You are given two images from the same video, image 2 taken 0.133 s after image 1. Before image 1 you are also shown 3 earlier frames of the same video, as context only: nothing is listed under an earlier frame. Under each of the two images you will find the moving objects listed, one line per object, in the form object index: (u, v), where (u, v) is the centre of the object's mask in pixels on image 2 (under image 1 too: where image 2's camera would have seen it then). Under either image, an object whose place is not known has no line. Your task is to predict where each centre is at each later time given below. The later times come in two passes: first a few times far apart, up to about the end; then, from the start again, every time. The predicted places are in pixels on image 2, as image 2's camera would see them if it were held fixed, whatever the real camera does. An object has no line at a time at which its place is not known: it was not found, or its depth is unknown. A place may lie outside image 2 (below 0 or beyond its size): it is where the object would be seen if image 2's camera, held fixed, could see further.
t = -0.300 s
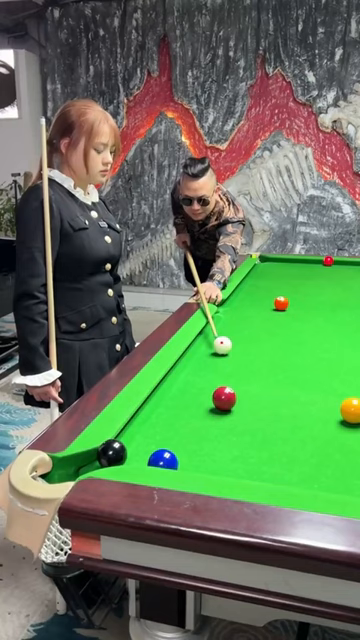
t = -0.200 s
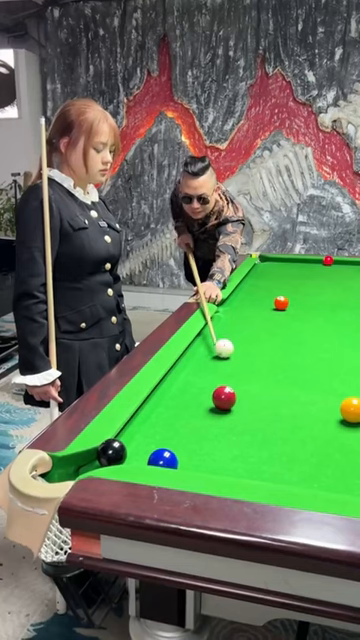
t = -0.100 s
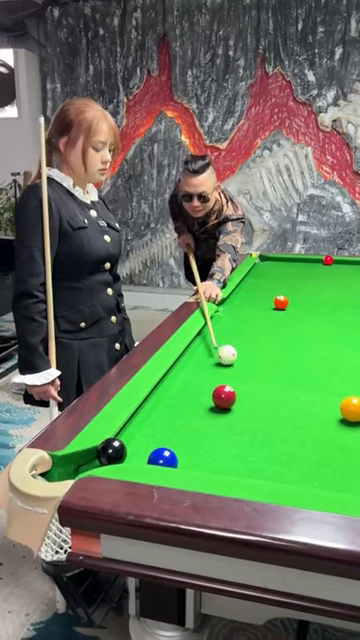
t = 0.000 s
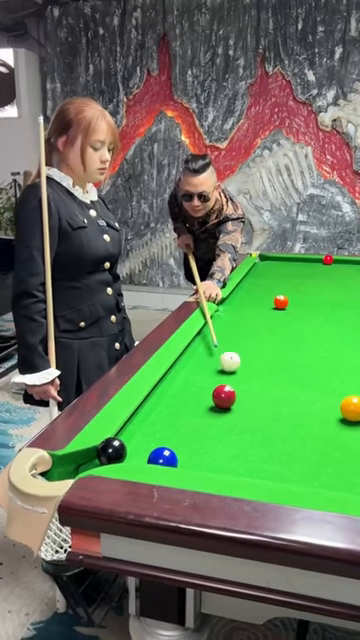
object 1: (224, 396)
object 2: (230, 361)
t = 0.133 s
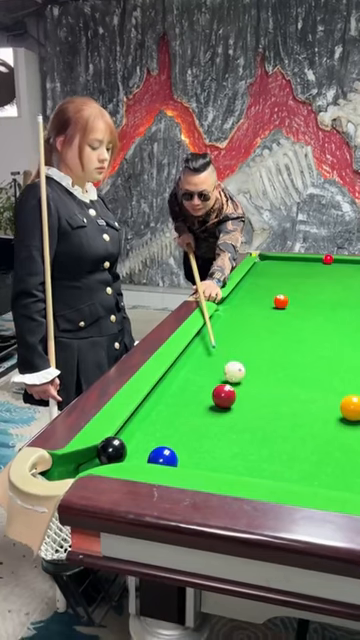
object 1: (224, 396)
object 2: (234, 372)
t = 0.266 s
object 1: (224, 396)
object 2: (239, 383)
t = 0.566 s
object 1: (208, 402)
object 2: (267, 407)
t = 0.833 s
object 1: (192, 409)
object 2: (300, 428)
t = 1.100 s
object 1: (179, 415)
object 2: (335, 453)
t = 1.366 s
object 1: (167, 421)
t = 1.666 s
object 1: (157, 426)
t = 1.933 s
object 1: (151, 430)
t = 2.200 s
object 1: (147, 432)
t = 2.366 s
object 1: (145, 433)
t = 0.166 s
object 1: (224, 396)
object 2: (235, 374)
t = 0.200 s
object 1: (224, 396)
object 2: (237, 377)
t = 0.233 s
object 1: (224, 396)
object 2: (238, 380)
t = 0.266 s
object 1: (224, 396)
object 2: (239, 383)
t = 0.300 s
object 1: (224, 396)
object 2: (241, 386)
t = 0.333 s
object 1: (224, 396)
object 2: (243, 389)
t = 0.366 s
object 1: (221, 397)
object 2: (244, 392)
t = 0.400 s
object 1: (219, 397)
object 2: (249, 394)
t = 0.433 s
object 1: (216, 398)
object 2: (252, 397)
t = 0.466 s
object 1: (214, 399)
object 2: (256, 399)
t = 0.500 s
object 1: (212, 400)
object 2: (260, 402)
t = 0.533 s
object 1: (210, 401)
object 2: (263, 404)
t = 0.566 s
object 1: (208, 402)
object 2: (267, 407)
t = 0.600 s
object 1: (206, 403)
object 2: (271, 409)
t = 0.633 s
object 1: (203, 404)
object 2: (275, 412)
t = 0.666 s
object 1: (201, 405)
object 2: (279, 415)
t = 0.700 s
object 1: (199, 405)
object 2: (283, 417)
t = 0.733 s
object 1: (198, 406)
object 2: (288, 420)
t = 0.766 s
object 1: (196, 407)
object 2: (292, 423)
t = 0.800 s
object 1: (194, 408)
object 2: (296, 426)
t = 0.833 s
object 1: (192, 409)
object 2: (300, 428)
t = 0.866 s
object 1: (190, 409)
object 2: (304, 431)
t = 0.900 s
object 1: (188, 410)
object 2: (308, 434)
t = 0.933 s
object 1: (187, 411)
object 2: (313, 437)
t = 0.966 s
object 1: (185, 412)
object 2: (317, 441)
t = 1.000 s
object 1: (183, 413)
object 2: (322, 443)
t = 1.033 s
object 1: (182, 414)
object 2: (326, 447)
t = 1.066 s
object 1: (180, 414)
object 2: (331, 450)
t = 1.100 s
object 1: (179, 415)
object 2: (335, 453)
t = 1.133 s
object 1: (177, 416)
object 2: (340, 456)
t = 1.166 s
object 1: (176, 417)
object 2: (344, 459)
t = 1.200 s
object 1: (174, 417)
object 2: (348, 463)
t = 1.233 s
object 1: (173, 418)
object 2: (350, 465)
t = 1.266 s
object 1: (172, 419)
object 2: (352, 469)
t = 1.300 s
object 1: (170, 419)
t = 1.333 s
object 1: (169, 420)
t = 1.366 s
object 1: (167, 421)
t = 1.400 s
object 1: (166, 421)
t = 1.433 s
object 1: (165, 422)
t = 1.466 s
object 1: (163, 423)
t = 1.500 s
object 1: (162, 423)
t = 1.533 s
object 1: (161, 424)
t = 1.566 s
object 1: (160, 424)
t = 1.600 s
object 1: (159, 425)
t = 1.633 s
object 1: (158, 425)
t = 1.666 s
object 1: (157, 426)
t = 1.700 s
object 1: (156, 426)
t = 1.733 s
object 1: (155, 427)
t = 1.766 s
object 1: (155, 427)
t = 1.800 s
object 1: (154, 428)
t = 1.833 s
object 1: (153, 428)
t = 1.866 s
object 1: (152, 429)
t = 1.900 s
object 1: (151, 429)
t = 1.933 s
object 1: (151, 430)
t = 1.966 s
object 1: (150, 430)
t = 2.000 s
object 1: (150, 430)
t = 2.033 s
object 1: (149, 431)
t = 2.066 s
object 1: (149, 431)
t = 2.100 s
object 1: (148, 431)
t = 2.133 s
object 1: (148, 432)
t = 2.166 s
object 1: (147, 432)
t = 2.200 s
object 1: (147, 432)
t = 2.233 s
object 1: (147, 432)
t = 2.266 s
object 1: (146, 433)
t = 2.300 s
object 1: (146, 433)
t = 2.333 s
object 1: (145, 433)
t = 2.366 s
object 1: (145, 433)
